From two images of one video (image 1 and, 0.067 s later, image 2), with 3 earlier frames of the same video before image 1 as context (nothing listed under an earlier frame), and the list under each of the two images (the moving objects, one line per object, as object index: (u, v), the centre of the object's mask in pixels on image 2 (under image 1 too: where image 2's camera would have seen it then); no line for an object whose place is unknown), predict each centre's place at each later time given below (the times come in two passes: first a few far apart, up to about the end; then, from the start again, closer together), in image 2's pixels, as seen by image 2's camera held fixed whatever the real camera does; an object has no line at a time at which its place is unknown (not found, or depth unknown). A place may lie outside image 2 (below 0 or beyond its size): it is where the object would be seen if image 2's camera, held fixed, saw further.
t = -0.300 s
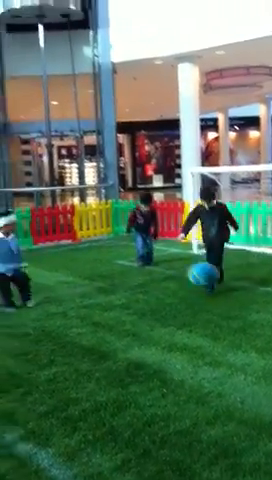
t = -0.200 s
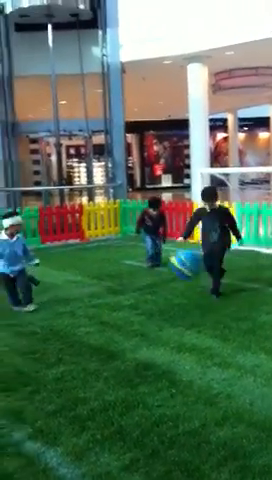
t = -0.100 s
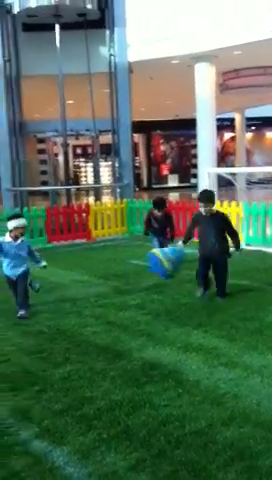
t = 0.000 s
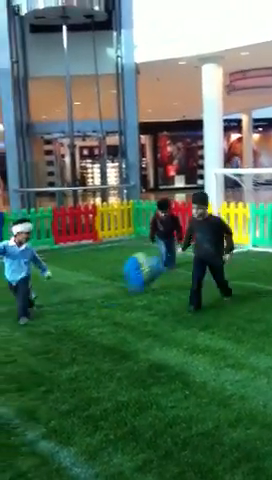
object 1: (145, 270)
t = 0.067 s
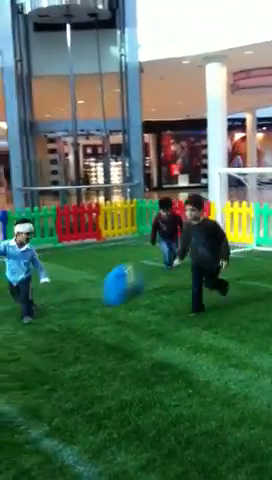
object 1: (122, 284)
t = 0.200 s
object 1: (70, 334)
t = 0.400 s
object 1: (18, 378)
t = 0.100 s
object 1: (110, 294)
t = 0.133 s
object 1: (98, 306)
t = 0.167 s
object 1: (85, 319)
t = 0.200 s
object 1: (70, 334)
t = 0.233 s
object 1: (58, 356)
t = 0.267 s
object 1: (44, 373)
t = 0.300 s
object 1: (35, 385)
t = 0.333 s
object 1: (29, 382)
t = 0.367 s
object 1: (24, 380)
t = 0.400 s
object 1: (18, 378)
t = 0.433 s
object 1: (13, 376)
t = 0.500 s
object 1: (1, 378)
